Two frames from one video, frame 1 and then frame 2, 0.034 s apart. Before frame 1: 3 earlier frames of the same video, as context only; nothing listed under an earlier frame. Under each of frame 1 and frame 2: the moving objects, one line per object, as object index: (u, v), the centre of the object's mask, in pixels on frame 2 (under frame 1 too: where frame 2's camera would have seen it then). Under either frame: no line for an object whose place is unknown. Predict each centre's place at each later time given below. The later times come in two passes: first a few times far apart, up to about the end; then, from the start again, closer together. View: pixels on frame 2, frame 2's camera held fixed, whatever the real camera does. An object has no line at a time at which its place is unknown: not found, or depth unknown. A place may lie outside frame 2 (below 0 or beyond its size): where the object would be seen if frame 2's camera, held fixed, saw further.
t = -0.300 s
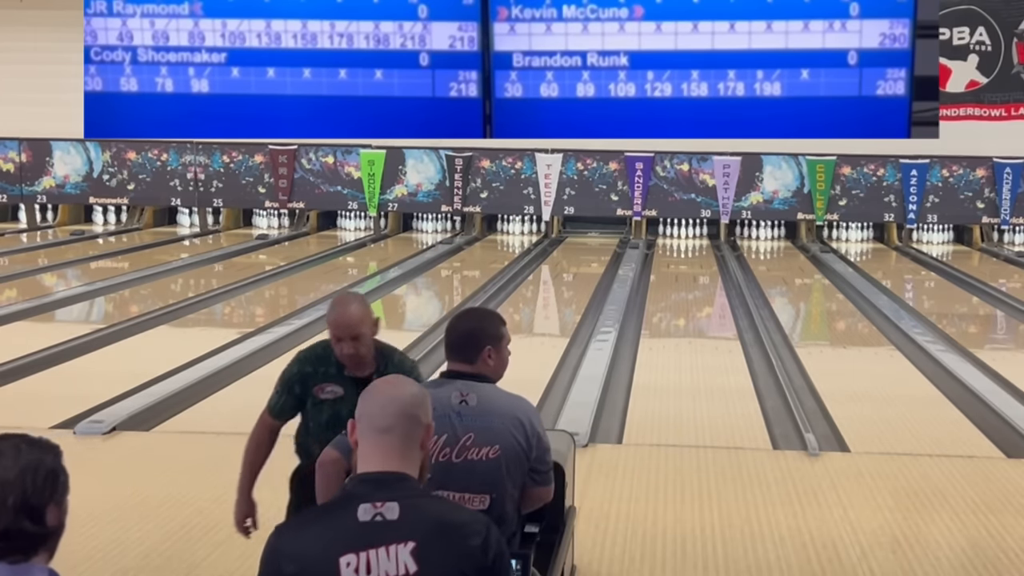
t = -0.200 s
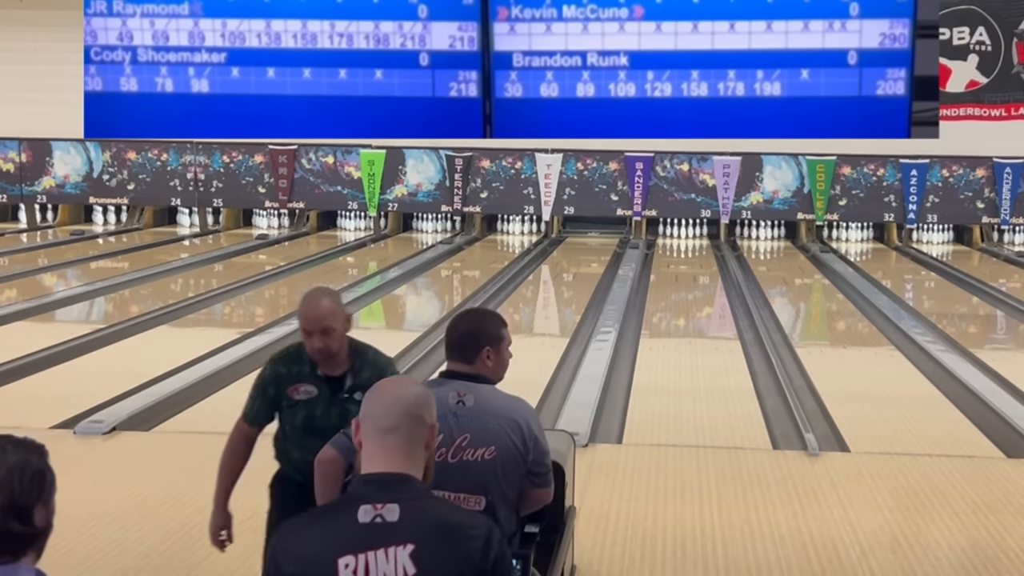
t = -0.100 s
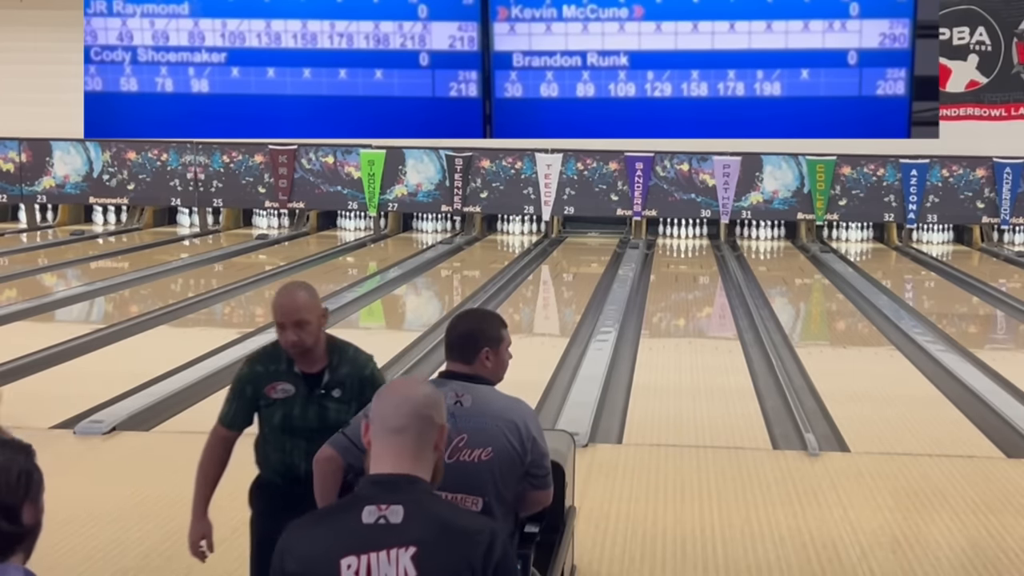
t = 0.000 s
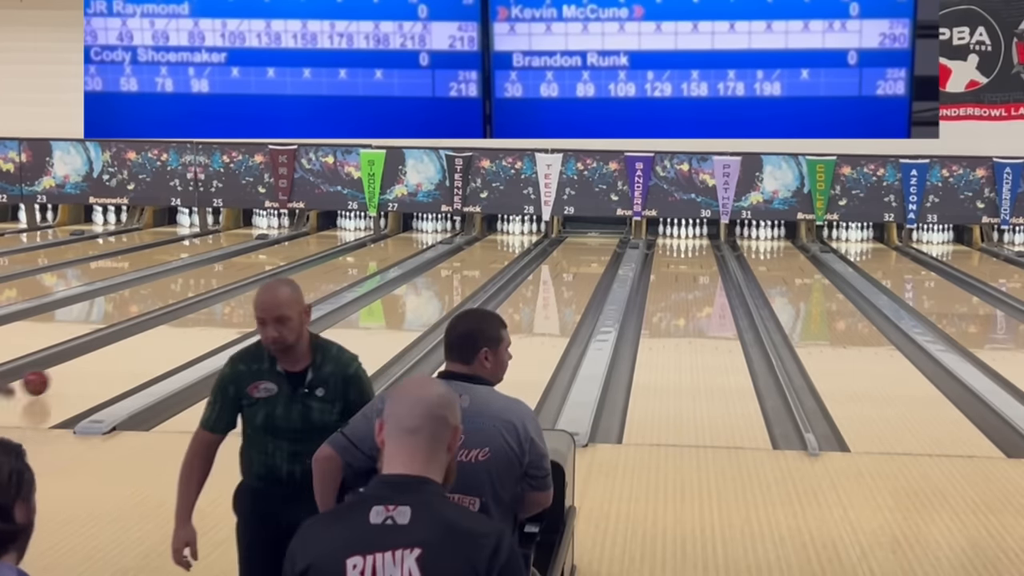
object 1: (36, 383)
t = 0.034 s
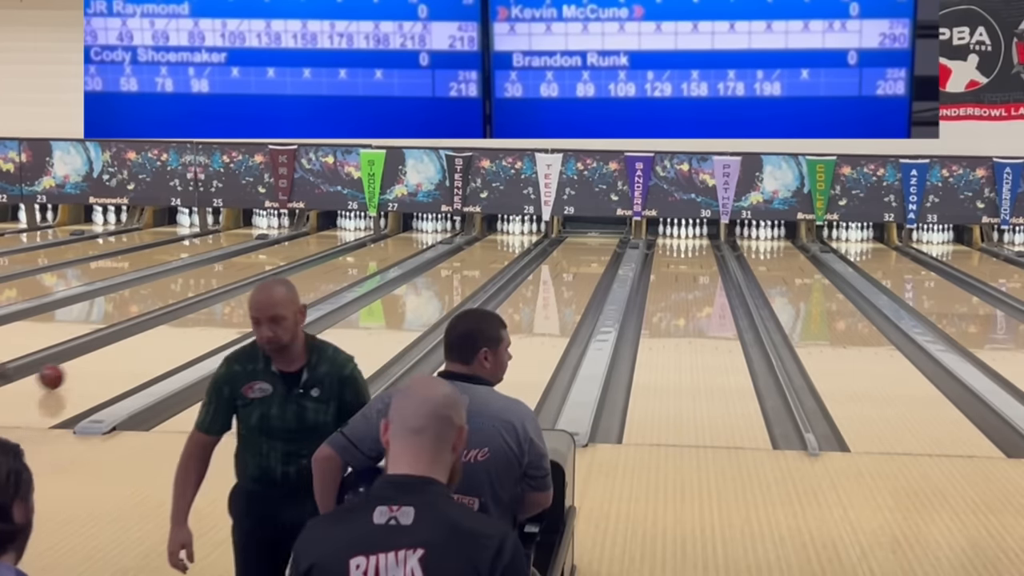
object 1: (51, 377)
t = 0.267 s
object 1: (141, 340)
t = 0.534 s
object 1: (214, 306)
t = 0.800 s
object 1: (270, 284)
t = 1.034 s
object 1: (309, 269)
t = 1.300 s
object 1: (345, 254)
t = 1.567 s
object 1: (376, 243)
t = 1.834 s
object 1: (404, 234)
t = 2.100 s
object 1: (428, 227)
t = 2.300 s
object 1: (437, 225)
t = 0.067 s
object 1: (66, 371)
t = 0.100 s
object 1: (80, 366)
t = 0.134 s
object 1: (93, 360)
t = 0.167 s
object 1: (106, 354)
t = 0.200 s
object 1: (118, 350)
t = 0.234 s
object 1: (130, 345)
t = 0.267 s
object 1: (141, 340)
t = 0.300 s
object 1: (152, 334)
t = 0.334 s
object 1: (161, 330)
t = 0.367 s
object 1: (171, 326)
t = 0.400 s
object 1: (180, 322)
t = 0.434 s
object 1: (189, 318)
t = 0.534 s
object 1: (214, 306)
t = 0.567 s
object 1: (223, 304)
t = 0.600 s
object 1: (231, 302)
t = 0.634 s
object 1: (237, 298)
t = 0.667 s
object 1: (245, 295)
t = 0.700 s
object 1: (251, 293)
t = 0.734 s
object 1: (258, 290)
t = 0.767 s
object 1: (264, 287)
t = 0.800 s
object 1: (270, 284)
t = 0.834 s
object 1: (276, 281)
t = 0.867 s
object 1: (282, 279)
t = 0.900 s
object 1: (288, 277)
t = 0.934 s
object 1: (293, 275)
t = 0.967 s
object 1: (299, 273)
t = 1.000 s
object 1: (304, 271)
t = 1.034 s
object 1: (309, 269)
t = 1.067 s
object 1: (314, 267)
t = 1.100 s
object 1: (318, 265)
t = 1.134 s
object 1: (323, 263)
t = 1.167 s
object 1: (328, 261)
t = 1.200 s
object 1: (332, 259)
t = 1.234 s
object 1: (337, 257)
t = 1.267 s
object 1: (341, 256)
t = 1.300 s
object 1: (345, 254)
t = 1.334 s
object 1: (349, 252)
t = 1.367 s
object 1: (353, 251)
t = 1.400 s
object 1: (357, 249)
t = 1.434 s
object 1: (361, 248)
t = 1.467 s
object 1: (364, 247)
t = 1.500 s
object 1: (368, 245)
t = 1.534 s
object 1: (372, 244)
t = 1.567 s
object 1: (376, 243)
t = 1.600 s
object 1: (378, 241)
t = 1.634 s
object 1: (383, 240)
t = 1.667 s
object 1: (386, 239)
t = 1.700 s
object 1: (389, 238)
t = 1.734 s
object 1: (394, 237)
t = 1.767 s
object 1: (396, 236)
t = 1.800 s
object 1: (401, 235)
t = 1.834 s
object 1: (404, 234)
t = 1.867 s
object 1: (407, 233)
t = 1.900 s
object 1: (411, 231)
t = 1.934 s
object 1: (414, 231)
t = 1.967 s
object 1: (417, 231)
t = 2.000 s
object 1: (421, 229)
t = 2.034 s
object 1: (424, 228)
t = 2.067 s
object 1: (427, 228)
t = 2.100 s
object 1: (428, 227)
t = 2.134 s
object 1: (430, 227)
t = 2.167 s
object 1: (431, 226)
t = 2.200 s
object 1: (432, 226)
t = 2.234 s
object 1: (433, 226)
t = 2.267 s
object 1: (434, 226)
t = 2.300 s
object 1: (437, 225)
